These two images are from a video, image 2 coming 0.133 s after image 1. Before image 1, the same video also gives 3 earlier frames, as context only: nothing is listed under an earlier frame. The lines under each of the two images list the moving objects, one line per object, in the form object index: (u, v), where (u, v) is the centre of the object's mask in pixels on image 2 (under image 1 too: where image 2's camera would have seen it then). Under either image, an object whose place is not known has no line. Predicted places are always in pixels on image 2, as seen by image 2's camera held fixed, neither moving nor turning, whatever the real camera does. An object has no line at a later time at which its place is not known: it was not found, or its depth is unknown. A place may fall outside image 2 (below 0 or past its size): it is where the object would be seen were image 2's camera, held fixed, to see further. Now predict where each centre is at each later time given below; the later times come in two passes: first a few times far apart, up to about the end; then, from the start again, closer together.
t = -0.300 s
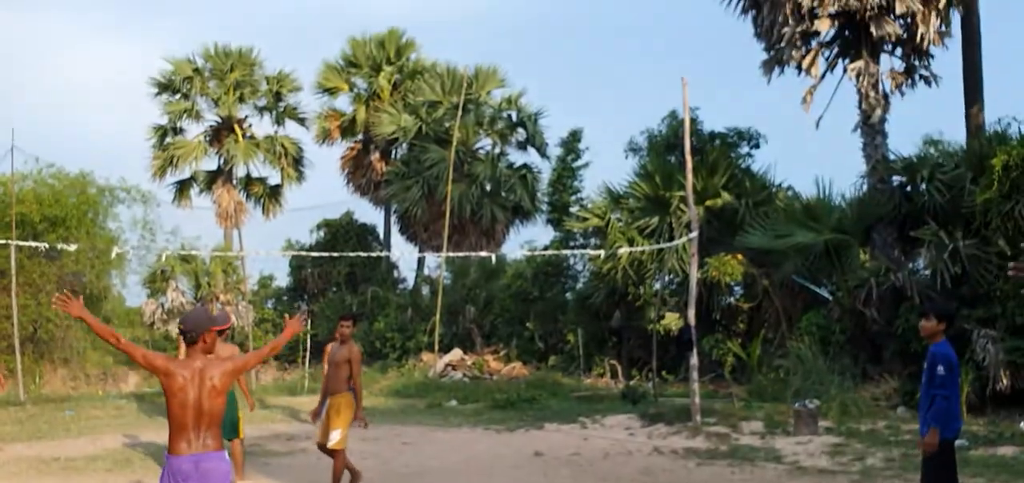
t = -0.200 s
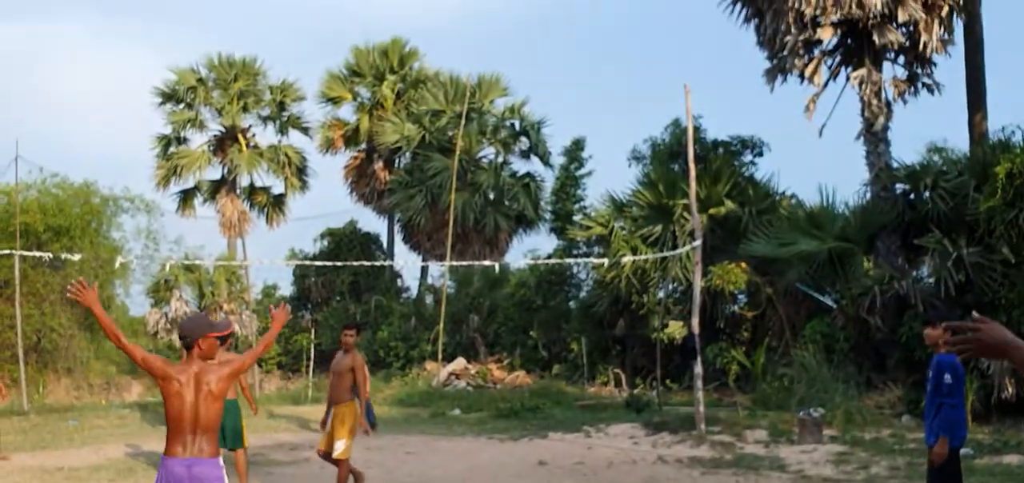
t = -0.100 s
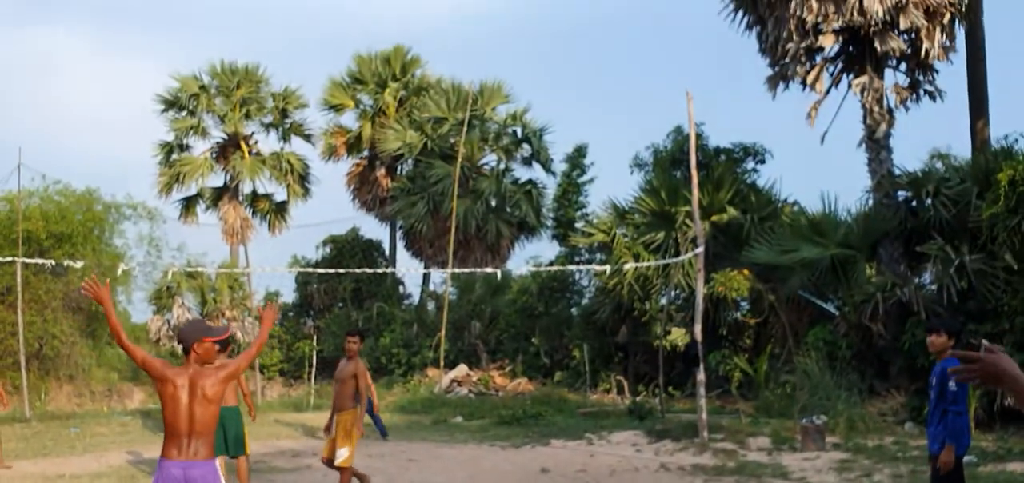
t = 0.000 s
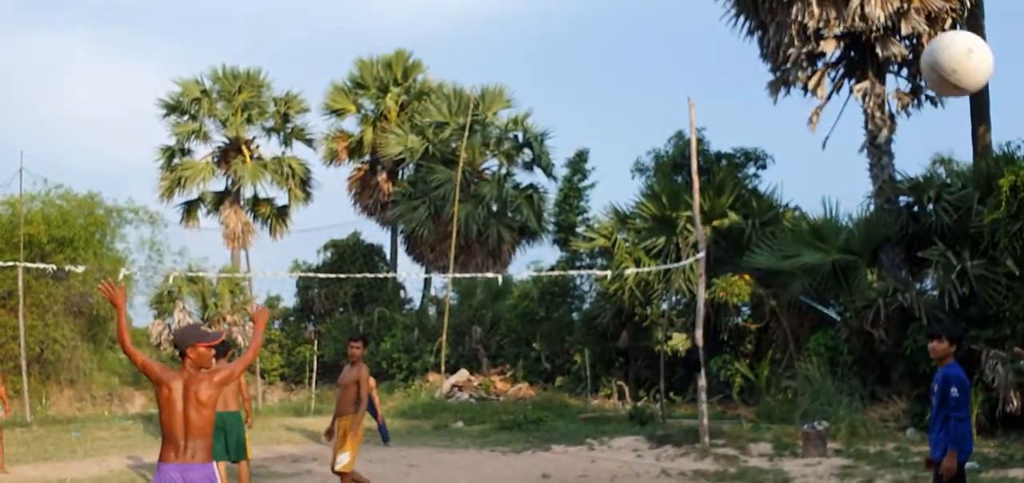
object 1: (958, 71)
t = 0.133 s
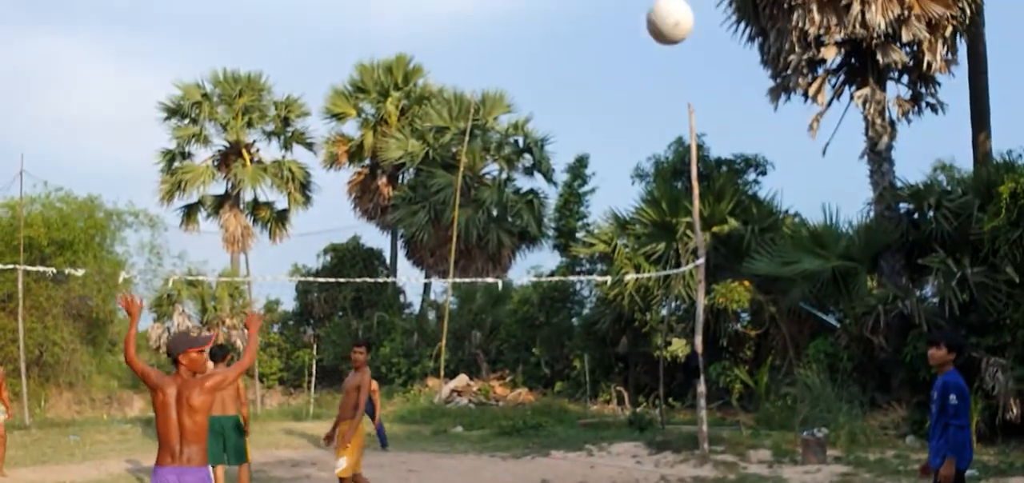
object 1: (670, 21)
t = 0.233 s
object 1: (543, 21)
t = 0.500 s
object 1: (357, 90)
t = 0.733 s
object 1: (268, 182)
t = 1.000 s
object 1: (196, 302)
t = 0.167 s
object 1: (622, 19)
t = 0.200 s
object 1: (580, 18)
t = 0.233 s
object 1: (543, 21)
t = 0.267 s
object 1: (511, 26)
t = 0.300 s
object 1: (482, 32)
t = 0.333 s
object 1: (455, 40)
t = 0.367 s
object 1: (432, 49)
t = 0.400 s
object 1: (410, 58)
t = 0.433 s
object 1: (390, 68)
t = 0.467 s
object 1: (373, 79)
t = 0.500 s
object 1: (357, 90)
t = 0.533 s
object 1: (341, 103)
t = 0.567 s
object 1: (327, 116)
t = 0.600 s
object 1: (313, 128)
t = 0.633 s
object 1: (302, 142)
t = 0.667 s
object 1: (290, 154)
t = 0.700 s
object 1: (280, 168)
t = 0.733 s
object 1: (268, 182)
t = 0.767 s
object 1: (258, 196)
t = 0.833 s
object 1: (238, 225)
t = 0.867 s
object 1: (230, 240)
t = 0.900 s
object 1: (220, 255)
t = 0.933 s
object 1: (212, 270)
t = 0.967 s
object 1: (204, 286)
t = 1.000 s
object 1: (196, 302)
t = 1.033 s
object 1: (187, 318)
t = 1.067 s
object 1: (181, 335)
